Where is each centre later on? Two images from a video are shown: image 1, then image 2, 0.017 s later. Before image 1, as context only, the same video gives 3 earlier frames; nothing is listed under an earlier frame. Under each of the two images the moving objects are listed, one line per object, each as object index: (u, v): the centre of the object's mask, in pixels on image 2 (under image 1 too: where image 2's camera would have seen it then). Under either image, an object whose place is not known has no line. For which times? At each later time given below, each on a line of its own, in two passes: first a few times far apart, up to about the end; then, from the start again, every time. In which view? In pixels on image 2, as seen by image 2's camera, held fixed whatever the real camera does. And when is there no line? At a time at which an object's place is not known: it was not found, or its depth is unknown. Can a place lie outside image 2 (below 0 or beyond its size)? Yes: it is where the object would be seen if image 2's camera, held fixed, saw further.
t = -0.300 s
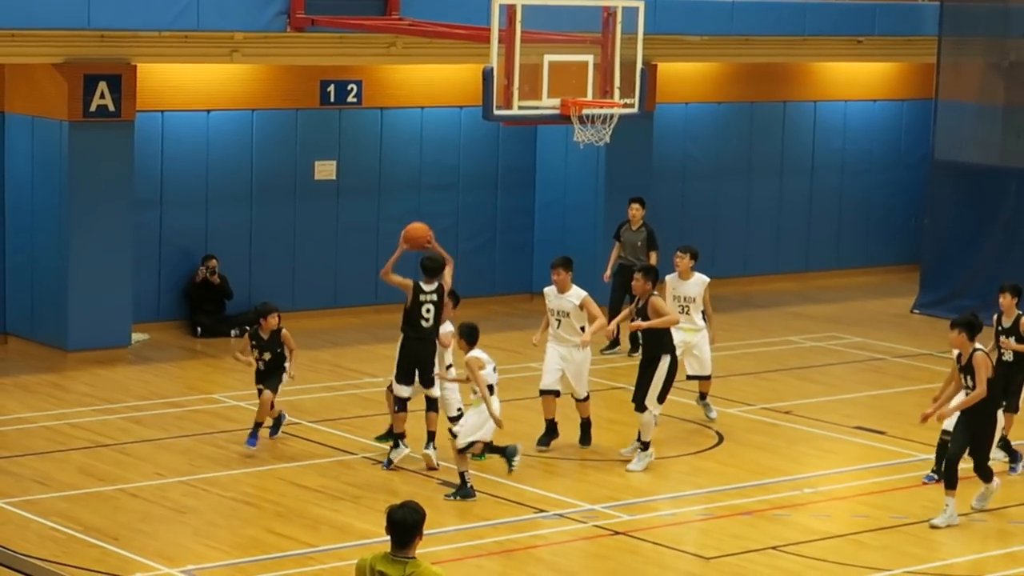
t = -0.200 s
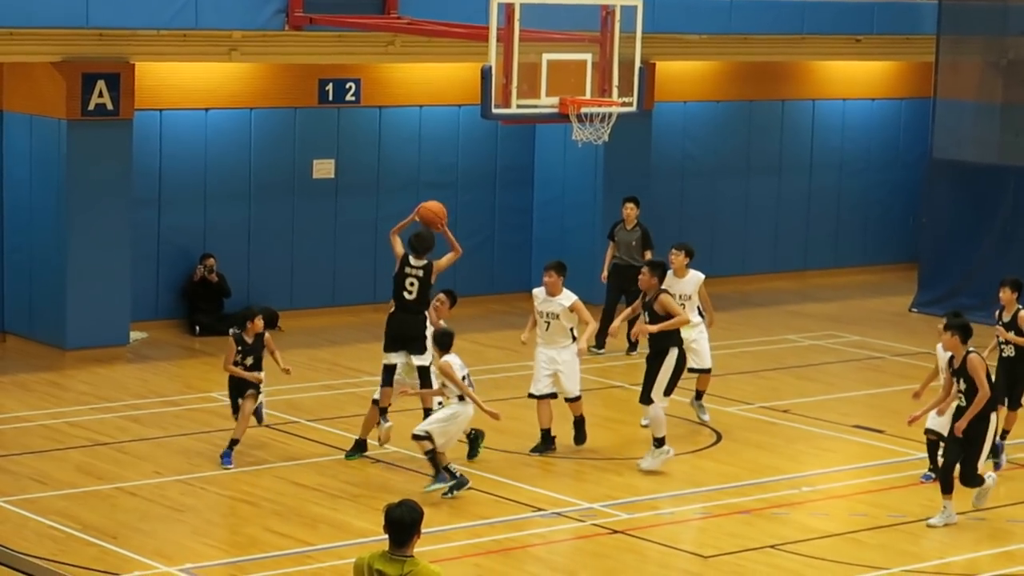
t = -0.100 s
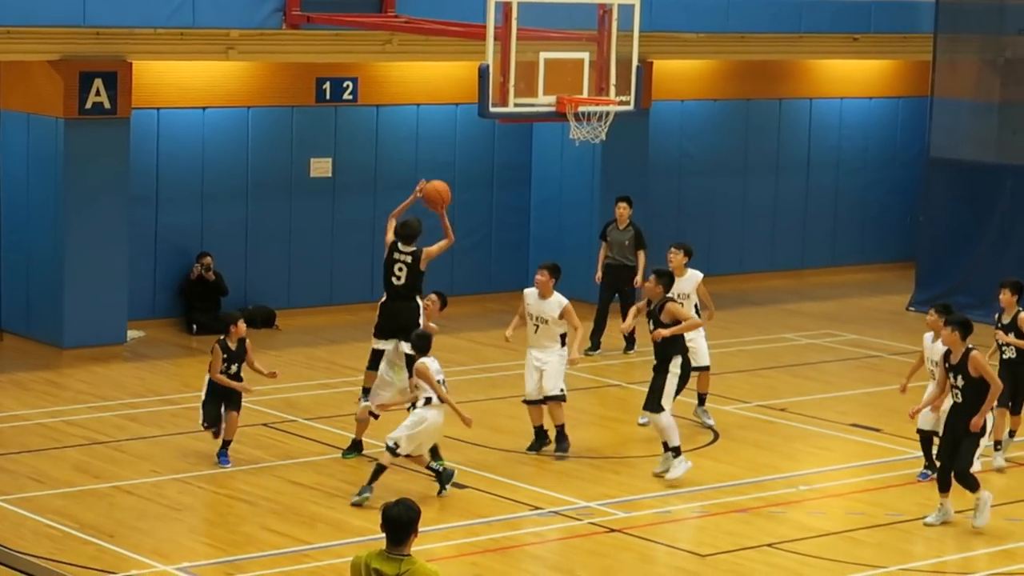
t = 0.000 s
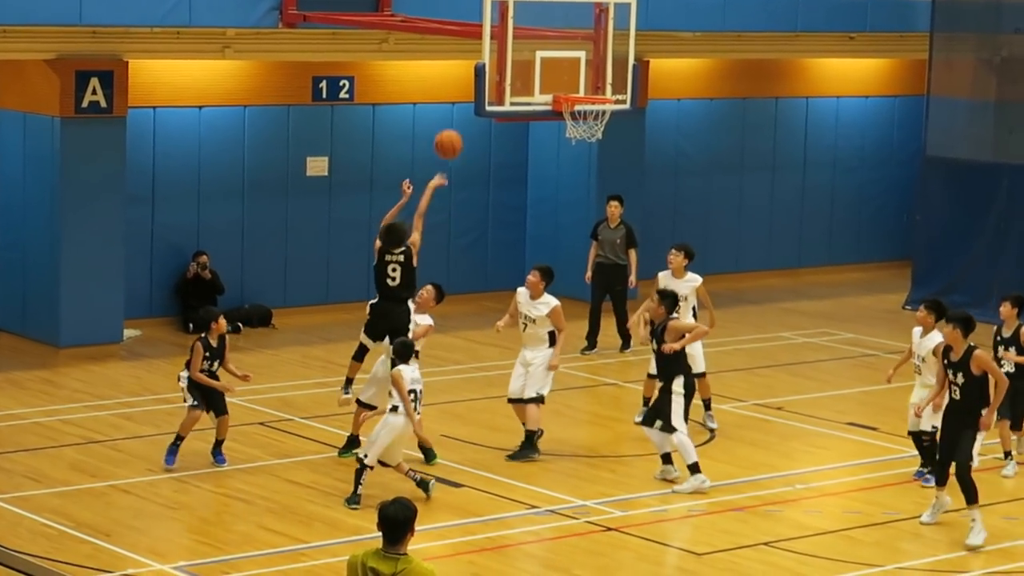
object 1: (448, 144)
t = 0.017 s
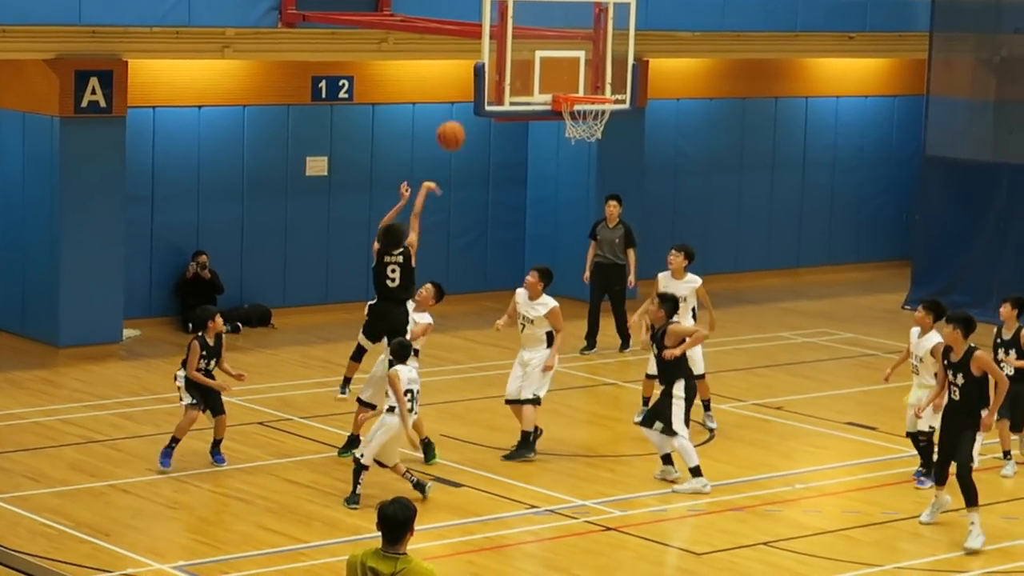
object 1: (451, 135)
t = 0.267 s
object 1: (494, 47)
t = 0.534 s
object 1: (535, 36)
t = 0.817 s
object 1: (596, 108)
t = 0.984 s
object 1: (617, 149)
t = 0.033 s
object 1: (454, 127)
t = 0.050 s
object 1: (457, 119)
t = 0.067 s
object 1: (460, 112)
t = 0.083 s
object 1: (463, 105)
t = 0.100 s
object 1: (466, 98)
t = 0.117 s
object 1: (469, 91)
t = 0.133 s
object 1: (471, 85)
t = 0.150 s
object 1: (475, 79)
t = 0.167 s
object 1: (477, 74)
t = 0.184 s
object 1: (480, 69)
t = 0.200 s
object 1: (483, 65)
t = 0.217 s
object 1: (486, 60)
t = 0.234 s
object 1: (488, 55)
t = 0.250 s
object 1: (491, 51)
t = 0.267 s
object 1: (494, 47)
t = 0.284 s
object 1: (497, 45)
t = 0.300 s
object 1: (499, 42)
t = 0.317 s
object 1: (502, 40)
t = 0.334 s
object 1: (505, 38)
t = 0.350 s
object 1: (507, 36)
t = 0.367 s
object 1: (509, 34)
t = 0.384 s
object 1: (512, 33)
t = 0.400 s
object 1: (515, 32)
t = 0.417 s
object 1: (518, 32)
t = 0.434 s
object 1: (520, 32)
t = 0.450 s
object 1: (523, 32)
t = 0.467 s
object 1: (525, 32)
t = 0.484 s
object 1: (527, 33)
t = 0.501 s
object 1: (529, 33)
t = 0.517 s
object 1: (532, 35)
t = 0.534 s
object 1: (535, 36)
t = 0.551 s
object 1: (537, 38)
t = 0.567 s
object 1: (539, 40)
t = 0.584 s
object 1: (541, 43)
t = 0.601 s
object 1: (545, 46)
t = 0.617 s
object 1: (550, 48)
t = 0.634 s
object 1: (553, 51)
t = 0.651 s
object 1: (557, 55)
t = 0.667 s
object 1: (561, 58)
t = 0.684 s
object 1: (565, 63)
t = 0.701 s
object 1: (569, 67)
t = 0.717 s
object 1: (572, 72)
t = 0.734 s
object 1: (577, 77)
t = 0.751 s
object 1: (581, 82)
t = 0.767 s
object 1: (585, 87)
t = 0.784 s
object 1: (588, 90)
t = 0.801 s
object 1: (592, 101)
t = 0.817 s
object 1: (596, 108)
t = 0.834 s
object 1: (600, 114)
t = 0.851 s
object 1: (603, 119)
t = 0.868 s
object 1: (606, 123)
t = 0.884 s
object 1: (607, 125)
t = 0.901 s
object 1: (608, 129)
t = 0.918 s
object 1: (610, 133)
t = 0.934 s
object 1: (612, 137)
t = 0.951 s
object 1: (614, 140)
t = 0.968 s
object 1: (615, 145)
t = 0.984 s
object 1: (617, 149)
